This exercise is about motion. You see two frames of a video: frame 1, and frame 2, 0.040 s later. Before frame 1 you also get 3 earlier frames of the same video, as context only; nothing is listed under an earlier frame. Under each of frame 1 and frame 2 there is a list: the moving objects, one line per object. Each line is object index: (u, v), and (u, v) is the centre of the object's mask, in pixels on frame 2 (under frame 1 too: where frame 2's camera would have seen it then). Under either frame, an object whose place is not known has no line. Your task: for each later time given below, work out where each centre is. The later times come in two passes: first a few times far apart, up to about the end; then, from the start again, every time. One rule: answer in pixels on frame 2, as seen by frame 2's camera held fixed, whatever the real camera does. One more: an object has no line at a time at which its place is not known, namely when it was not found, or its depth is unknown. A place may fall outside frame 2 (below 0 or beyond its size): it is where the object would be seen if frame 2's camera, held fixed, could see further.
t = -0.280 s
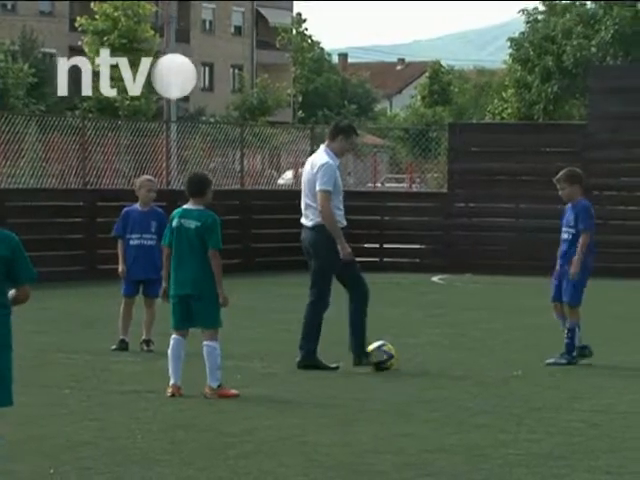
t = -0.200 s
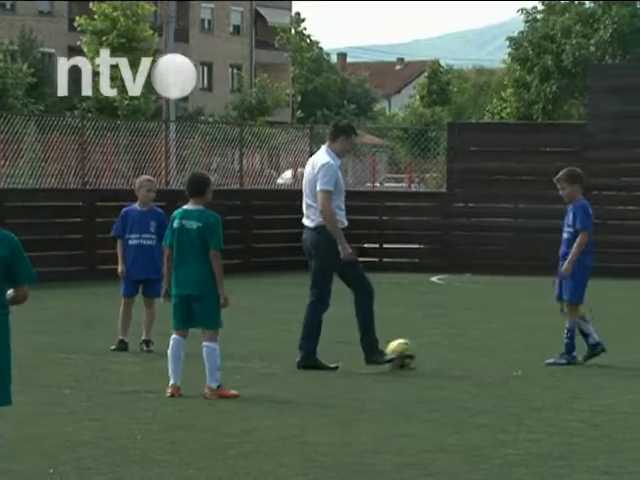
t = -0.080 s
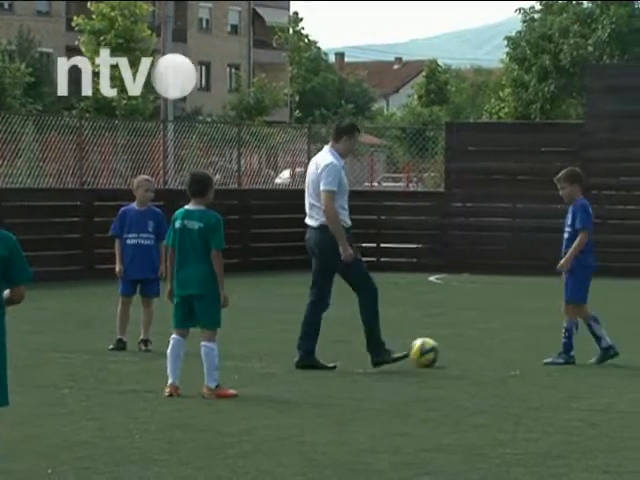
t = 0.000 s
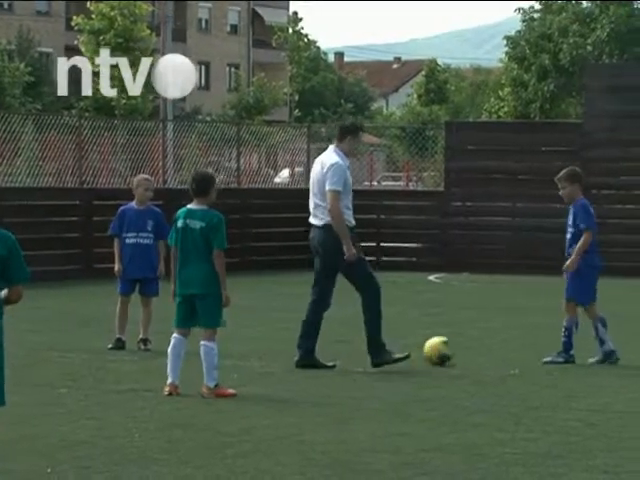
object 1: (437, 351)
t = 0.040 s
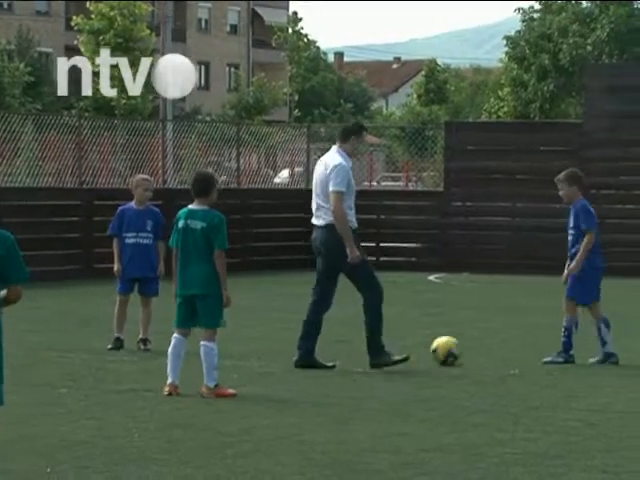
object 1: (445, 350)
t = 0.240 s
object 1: (480, 348)
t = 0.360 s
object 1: (501, 349)
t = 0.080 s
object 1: (452, 350)
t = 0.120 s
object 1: (460, 350)
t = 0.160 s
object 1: (467, 349)
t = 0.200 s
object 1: (474, 349)
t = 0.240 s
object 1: (480, 348)
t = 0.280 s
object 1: (488, 348)
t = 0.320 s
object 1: (495, 348)
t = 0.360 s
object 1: (501, 349)
